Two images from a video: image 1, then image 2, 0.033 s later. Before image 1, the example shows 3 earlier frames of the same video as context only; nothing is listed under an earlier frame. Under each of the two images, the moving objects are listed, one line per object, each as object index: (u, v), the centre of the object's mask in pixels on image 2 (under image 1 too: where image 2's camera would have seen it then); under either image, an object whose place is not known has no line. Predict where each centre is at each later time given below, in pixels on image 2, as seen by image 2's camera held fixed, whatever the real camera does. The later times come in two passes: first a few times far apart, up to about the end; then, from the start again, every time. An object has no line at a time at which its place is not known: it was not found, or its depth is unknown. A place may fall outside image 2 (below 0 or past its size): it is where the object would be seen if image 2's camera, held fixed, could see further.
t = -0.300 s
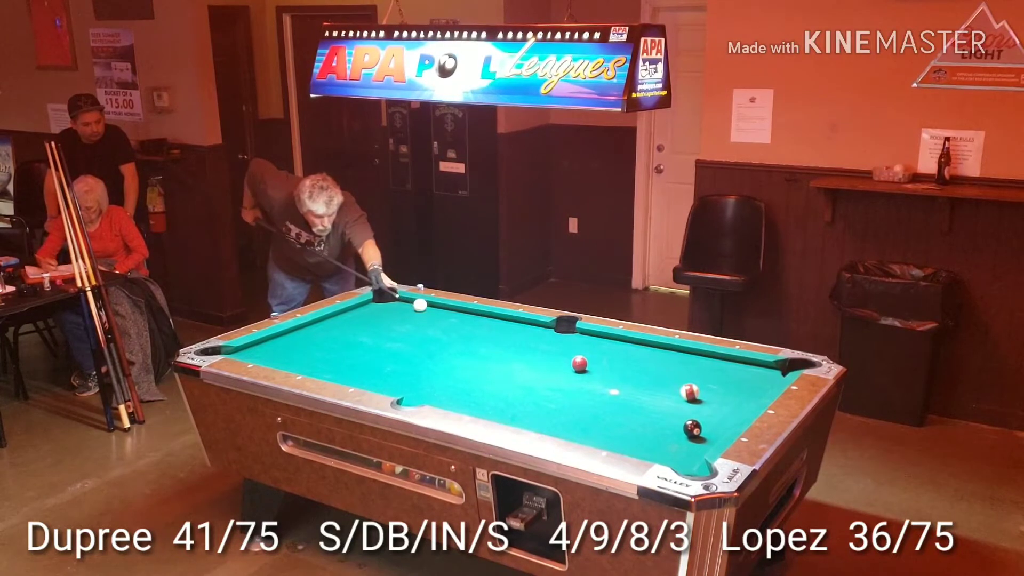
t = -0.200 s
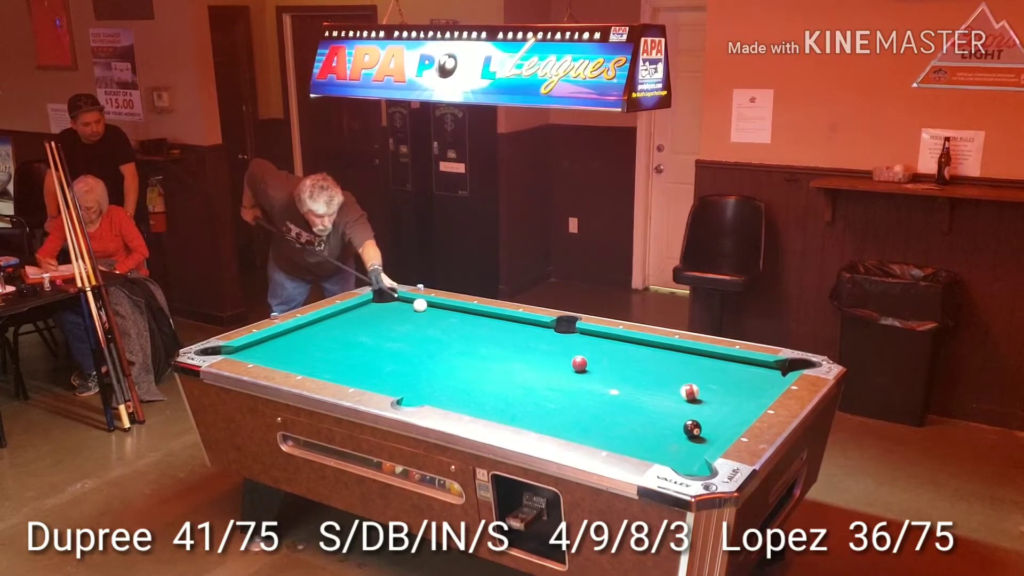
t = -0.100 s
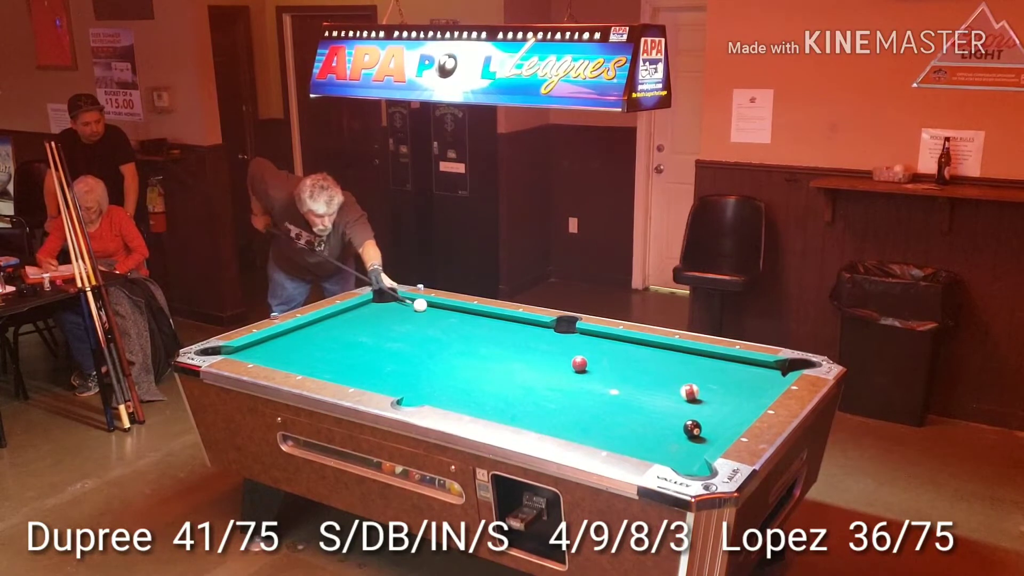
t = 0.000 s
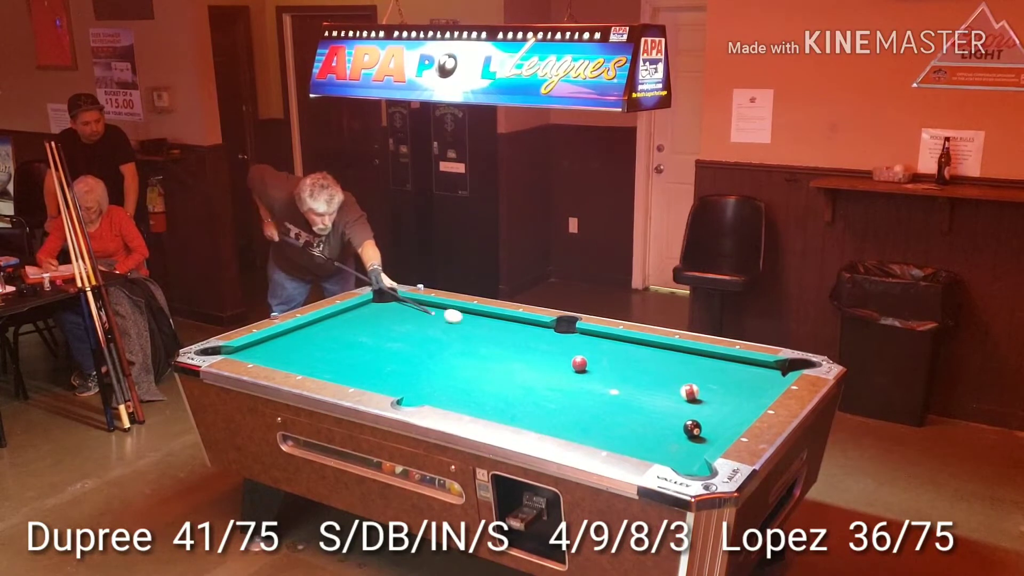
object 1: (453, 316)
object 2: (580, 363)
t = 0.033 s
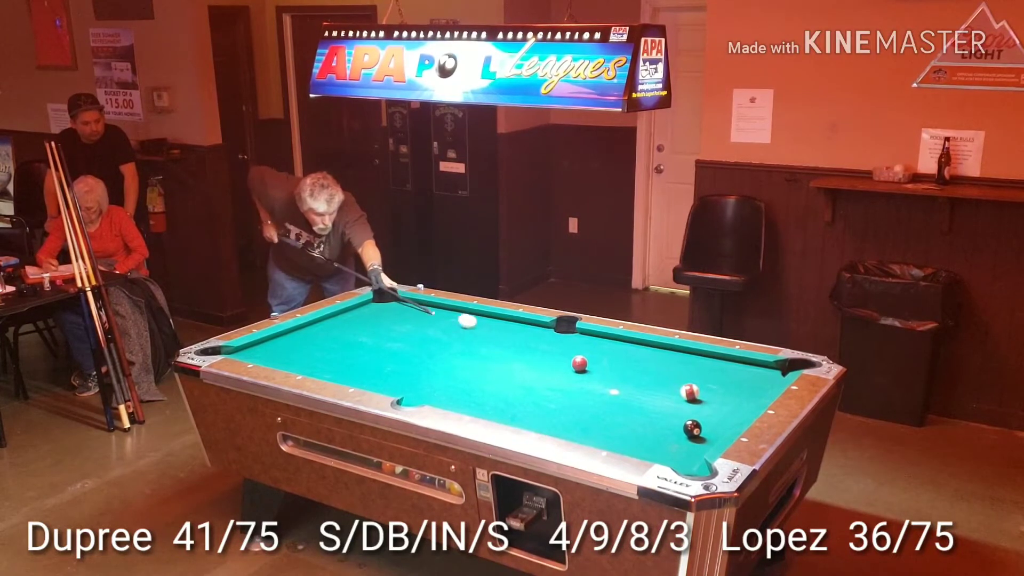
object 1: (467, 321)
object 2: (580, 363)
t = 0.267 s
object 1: (565, 355)
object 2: (580, 364)
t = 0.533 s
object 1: (610, 355)
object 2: (629, 403)
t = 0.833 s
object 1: (648, 351)
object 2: (695, 455)
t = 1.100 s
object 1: (674, 349)
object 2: (650, 450)
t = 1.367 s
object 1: (677, 354)
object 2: (623, 435)
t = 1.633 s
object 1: (681, 358)
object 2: (599, 419)
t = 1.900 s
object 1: (684, 362)
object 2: (578, 406)
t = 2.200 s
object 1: (686, 365)
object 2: (556, 393)
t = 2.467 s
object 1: (687, 368)
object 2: (539, 383)
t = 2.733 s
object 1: (688, 370)
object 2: (524, 373)
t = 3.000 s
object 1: (689, 372)
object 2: (510, 364)
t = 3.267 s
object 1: (688, 372)
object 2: (497, 356)
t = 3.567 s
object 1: (688, 373)
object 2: (485, 349)
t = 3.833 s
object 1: (688, 373)
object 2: (475, 342)
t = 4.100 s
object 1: (688, 373)
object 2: (466, 337)
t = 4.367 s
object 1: (688, 373)
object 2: (458, 332)
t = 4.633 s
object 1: (688, 373)
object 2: (450, 327)
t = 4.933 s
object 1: (688, 373)
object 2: (443, 323)
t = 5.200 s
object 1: (688, 373)
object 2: (437, 319)
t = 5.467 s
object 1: (688, 373)
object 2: (431, 317)
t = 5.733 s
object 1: (688, 373)
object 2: (426, 314)
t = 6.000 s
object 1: (688, 373)
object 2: (422, 312)
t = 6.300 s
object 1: (688, 373)
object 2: (417, 310)
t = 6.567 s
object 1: (688, 373)
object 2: (414, 308)
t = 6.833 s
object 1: (688, 373)
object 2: (411, 307)
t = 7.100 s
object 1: (688, 373)
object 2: (408, 306)
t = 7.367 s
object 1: (688, 373)
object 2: (407, 306)
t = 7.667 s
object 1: (688, 373)
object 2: (405, 305)
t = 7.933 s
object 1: (688, 373)
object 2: (404, 305)
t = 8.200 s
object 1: (688, 373)
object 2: (404, 305)
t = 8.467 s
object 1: (688, 373)
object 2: (404, 305)
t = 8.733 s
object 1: (688, 373)
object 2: (404, 305)
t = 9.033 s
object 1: (688, 373)
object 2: (404, 305)
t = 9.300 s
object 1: (688, 373)
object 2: (404, 305)
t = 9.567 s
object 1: (688, 373)
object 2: (404, 305)
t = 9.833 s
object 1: (688, 373)
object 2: (404, 305)
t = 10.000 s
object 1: (688, 373)
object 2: (404, 305)
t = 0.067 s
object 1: (481, 326)
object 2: (580, 363)
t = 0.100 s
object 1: (495, 331)
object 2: (580, 363)
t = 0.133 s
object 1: (510, 336)
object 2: (580, 363)
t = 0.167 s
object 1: (524, 341)
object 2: (580, 363)
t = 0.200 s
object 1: (538, 346)
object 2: (580, 363)
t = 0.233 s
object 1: (552, 351)
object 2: (580, 363)
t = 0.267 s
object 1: (565, 355)
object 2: (580, 364)
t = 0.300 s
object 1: (576, 357)
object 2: (583, 366)
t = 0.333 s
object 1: (582, 358)
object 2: (590, 372)
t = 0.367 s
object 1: (587, 357)
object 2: (597, 378)
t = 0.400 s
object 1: (592, 357)
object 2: (603, 383)
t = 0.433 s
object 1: (596, 356)
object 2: (610, 387)
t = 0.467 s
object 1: (601, 356)
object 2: (617, 393)
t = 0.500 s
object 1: (605, 355)
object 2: (623, 398)
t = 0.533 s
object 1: (610, 355)
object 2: (629, 403)
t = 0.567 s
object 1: (614, 355)
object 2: (636, 408)
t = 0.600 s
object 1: (618, 354)
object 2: (643, 413)
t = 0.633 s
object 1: (623, 354)
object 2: (649, 418)
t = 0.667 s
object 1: (627, 353)
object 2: (657, 424)
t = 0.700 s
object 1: (631, 353)
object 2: (664, 430)
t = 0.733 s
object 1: (635, 352)
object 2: (671, 436)
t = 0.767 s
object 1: (639, 352)
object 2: (678, 441)
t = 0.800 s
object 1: (643, 351)
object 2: (686, 448)
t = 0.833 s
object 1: (648, 351)
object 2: (695, 455)
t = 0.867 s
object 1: (652, 351)
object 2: (690, 456)
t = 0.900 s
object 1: (656, 350)
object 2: (682, 456)
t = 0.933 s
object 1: (660, 350)
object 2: (674, 457)
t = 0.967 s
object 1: (664, 349)
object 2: (668, 457)
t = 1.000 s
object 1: (668, 349)
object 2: (662, 456)
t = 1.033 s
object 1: (672, 348)
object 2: (658, 454)
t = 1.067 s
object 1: (673, 349)
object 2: (654, 451)
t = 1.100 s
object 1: (674, 349)
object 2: (650, 450)
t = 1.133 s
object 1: (674, 350)
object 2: (646, 448)
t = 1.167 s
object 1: (675, 350)
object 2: (643, 446)
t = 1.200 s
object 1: (675, 351)
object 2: (640, 445)
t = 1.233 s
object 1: (676, 351)
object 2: (636, 443)
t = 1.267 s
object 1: (676, 352)
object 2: (633, 441)
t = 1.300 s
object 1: (677, 353)
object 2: (629, 439)
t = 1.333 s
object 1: (677, 353)
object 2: (626, 437)
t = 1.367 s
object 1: (677, 354)
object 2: (623, 435)
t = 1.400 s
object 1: (678, 354)
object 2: (620, 433)
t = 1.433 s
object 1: (678, 355)
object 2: (617, 431)
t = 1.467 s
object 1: (679, 355)
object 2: (614, 429)
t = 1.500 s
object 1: (679, 356)
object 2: (610, 427)
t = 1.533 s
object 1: (680, 356)
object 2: (607, 425)
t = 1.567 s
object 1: (680, 357)
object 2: (605, 423)
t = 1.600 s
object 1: (680, 357)
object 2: (602, 421)
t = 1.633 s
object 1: (681, 358)
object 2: (599, 419)
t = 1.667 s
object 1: (681, 359)
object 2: (596, 418)
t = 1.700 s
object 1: (682, 359)
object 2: (593, 416)
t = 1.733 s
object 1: (682, 359)
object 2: (591, 415)
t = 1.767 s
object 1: (682, 360)
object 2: (588, 413)
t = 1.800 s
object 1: (683, 360)
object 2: (585, 411)
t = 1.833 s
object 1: (683, 361)
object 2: (583, 410)
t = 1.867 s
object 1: (683, 361)
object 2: (580, 408)
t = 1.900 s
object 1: (684, 362)
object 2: (578, 406)
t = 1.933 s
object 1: (684, 362)
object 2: (575, 405)
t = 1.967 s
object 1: (684, 363)
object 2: (573, 404)
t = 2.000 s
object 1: (684, 363)
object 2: (570, 402)
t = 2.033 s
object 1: (685, 363)
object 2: (568, 401)
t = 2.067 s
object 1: (685, 364)
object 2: (565, 399)
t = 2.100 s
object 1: (685, 364)
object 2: (563, 398)
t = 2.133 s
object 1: (685, 365)
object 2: (561, 396)
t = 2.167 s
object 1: (686, 365)
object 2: (559, 395)
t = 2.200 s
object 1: (686, 365)
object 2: (556, 393)
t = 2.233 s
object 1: (686, 366)
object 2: (554, 392)
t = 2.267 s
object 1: (686, 366)
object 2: (552, 391)
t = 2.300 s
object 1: (686, 366)
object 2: (550, 389)
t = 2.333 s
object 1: (687, 367)
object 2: (548, 388)
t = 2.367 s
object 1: (687, 367)
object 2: (546, 387)
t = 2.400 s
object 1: (687, 367)
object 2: (543, 386)
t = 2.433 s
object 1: (687, 368)
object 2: (541, 384)
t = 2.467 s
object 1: (687, 368)
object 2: (539, 383)
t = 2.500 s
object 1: (687, 368)
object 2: (537, 382)
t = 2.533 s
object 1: (688, 369)
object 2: (535, 380)
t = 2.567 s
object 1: (688, 369)
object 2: (533, 379)
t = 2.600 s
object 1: (688, 369)
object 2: (531, 378)
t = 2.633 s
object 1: (688, 370)
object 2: (529, 377)
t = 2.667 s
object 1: (688, 370)
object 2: (528, 375)
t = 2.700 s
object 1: (688, 370)
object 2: (526, 374)
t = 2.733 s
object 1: (688, 370)
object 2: (524, 373)
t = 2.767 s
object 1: (688, 370)
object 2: (522, 372)
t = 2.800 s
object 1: (688, 371)
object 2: (520, 371)
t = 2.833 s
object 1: (688, 371)
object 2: (518, 369)
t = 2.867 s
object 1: (688, 371)
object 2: (517, 368)
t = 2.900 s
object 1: (688, 371)
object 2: (515, 368)
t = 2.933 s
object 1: (688, 371)
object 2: (513, 367)
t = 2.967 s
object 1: (689, 371)
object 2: (512, 365)
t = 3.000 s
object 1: (689, 372)
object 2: (510, 364)
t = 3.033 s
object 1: (688, 372)
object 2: (508, 363)
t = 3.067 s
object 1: (688, 372)
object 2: (507, 362)
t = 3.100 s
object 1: (688, 372)
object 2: (505, 361)
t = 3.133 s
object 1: (688, 372)
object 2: (503, 360)
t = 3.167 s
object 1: (688, 372)
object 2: (502, 359)
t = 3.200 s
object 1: (688, 372)
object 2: (500, 358)
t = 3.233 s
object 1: (688, 372)
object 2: (499, 357)
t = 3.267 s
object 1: (688, 372)
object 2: (497, 356)
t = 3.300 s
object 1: (688, 373)
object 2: (496, 355)
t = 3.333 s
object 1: (688, 373)
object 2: (494, 354)
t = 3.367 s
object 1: (688, 373)
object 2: (493, 354)
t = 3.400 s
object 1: (688, 373)
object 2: (492, 353)
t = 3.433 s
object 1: (688, 373)
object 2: (490, 352)
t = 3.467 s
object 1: (688, 373)
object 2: (489, 351)
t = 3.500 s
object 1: (688, 373)
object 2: (488, 350)
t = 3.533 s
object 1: (688, 373)
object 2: (486, 349)
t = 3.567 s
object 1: (688, 373)
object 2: (485, 349)
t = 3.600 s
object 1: (688, 373)
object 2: (483, 348)
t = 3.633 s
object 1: (688, 373)
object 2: (482, 347)
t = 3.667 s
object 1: (688, 373)
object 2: (481, 346)
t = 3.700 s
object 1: (688, 373)
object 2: (480, 345)
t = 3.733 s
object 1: (688, 373)
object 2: (478, 345)
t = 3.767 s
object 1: (688, 373)
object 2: (477, 344)
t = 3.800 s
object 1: (688, 373)
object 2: (476, 343)
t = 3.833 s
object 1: (688, 373)
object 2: (475, 342)
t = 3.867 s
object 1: (688, 373)
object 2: (474, 341)
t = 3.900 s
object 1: (688, 373)
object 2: (472, 341)
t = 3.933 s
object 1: (688, 373)
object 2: (471, 340)
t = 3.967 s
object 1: (688, 373)
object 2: (470, 340)
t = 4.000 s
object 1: (688, 373)
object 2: (469, 339)
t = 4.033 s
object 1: (688, 373)
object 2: (468, 338)
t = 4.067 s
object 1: (688, 373)
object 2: (467, 337)
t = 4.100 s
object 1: (688, 373)
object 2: (466, 337)
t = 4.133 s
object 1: (688, 373)
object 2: (465, 336)
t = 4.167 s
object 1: (688, 373)
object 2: (464, 335)
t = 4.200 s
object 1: (688, 373)
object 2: (463, 335)
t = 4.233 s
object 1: (688, 373)
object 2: (462, 334)
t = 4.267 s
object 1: (688, 373)
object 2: (460, 334)
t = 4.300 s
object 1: (688, 373)
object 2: (460, 333)
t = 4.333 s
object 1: (688, 373)
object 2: (459, 333)
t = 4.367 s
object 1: (688, 373)
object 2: (458, 332)
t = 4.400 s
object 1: (688, 373)
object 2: (457, 331)
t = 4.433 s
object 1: (688, 373)
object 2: (456, 331)
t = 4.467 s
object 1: (688, 373)
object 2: (455, 330)
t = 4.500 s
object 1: (688, 373)
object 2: (454, 330)
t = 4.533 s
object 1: (688, 373)
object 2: (453, 329)
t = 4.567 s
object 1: (688, 373)
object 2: (452, 328)
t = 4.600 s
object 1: (688, 373)
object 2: (451, 328)
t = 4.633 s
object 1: (688, 373)
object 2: (450, 327)
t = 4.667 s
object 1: (688, 373)
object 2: (449, 327)
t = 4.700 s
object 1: (688, 373)
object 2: (448, 326)
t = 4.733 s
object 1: (688, 373)
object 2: (447, 326)
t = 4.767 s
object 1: (688, 373)
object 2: (447, 325)
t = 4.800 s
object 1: (688, 373)
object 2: (446, 325)
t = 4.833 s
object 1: (688, 373)
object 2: (445, 324)
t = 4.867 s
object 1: (688, 373)
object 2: (444, 324)
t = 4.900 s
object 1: (688, 373)
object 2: (443, 323)
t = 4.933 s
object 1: (688, 373)
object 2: (443, 323)
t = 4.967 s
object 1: (688, 373)
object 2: (442, 322)
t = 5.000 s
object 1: (688, 373)
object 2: (441, 322)
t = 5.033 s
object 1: (688, 373)
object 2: (441, 321)
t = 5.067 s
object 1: (688, 373)
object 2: (440, 321)
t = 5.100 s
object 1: (688, 373)
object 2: (439, 321)
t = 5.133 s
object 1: (688, 373)
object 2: (438, 320)
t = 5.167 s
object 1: (688, 373)
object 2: (437, 320)
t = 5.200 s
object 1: (688, 373)
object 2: (437, 319)
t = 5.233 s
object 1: (688, 373)
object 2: (436, 319)
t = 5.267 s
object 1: (688, 373)
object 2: (435, 319)
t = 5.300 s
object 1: (688, 373)
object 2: (434, 318)
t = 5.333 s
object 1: (688, 373)
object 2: (434, 318)
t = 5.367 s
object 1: (688, 373)
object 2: (433, 318)
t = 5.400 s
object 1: (688, 373)
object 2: (432, 317)
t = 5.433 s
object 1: (688, 373)
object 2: (432, 317)
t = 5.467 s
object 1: (688, 373)
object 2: (431, 317)
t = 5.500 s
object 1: (688, 373)
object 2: (430, 316)
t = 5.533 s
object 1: (688, 373)
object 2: (430, 316)
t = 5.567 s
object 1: (688, 373)
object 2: (429, 316)
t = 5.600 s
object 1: (688, 373)
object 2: (428, 315)
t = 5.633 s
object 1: (688, 373)
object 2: (428, 315)
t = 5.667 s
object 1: (688, 373)
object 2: (427, 315)
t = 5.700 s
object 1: (688, 373)
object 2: (427, 314)
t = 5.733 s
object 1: (688, 373)
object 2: (426, 314)
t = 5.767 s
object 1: (688, 373)
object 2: (426, 314)
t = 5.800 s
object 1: (688, 373)
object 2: (425, 313)
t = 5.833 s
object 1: (688, 373)
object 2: (424, 313)
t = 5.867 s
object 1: (688, 373)
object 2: (424, 313)
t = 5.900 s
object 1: (688, 373)
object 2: (423, 313)
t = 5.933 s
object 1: (688, 373)
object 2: (423, 312)
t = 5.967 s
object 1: (688, 373)
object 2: (422, 312)
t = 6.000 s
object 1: (688, 373)
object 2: (422, 312)
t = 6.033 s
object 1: (688, 373)
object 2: (421, 312)
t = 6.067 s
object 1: (688, 373)
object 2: (421, 311)
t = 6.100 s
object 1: (688, 373)
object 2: (420, 311)
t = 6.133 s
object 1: (688, 373)
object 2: (419, 311)
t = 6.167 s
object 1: (688, 373)
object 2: (419, 311)
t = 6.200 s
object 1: (688, 373)
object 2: (419, 310)
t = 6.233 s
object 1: (688, 373)
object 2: (418, 310)
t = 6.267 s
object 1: (688, 373)
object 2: (418, 310)
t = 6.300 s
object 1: (688, 373)
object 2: (417, 310)
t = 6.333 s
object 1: (688, 373)
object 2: (417, 309)
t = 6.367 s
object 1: (688, 373)
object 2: (416, 309)
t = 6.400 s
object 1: (688, 373)
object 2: (416, 309)
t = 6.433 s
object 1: (688, 373)
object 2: (415, 309)
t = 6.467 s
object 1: (688, 373)
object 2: (415, 308)
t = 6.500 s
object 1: (688, 373)
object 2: (414, 308)
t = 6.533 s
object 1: (688, 373)
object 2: (414, 308)
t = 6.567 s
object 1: (688, 373)
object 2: (414, 308)
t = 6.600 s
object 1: (688, 373)
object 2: (413, 308)
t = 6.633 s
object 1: (688, 373)
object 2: (413, 308)
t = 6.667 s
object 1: (688, 373)
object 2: (413, 308)
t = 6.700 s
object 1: (688, 373)
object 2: (412, 308)
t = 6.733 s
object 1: (688, 373)
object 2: (412, 308)
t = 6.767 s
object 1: (688, 373)
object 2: (412, 307)
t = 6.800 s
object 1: (688, 373)
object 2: (411, 307)
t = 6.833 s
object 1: (688, 373)
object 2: (411, 307)
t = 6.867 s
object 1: (688, 373)
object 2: (410, 307)
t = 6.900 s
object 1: (688, 373)
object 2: (410, 307)
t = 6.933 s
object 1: (688, 373)
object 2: (410, 307)
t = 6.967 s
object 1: (688, 373)
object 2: (409, 307)
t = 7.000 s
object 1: (688, 373)
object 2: (409, 307)
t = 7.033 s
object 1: (688, 373)
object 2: (409, 306)
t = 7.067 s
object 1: (688, 373)
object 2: (409, 306)
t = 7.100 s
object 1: (688, 373)
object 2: (408, 306)
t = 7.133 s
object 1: (688, 373)
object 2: (408, 306)
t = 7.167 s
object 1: (688, 373)
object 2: (408, 306)
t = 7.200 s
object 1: (688, 373)
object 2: (408, 306)
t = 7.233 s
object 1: (688, 373)
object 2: (408, 306)
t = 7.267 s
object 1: (688, 373)
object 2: (407, 306)
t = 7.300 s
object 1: (688, 373)
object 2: (407, 306)
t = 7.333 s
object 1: (688, 373)
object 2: (407, 306)
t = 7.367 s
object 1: (688, 373)
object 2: (407, 306)
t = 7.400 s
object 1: (688, 373)
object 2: (407, 306)
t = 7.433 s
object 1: (688, 373)
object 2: (406, 305)
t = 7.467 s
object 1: (688, 373)
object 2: (406, 305)
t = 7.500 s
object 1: (688, 373)
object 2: (406, 305)
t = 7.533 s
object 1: (688, 373)
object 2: (405, 305)
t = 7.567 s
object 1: (688, 373)
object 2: (405, 305)
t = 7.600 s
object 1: (688, 373)
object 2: (405, 305)
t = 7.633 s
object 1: (688, 373)
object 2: (405, 305)
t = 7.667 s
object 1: (688, 373)
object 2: (405, 305)
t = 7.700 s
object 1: (688, 373)
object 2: (405, 305)
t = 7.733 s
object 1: (688, 373)
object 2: (405, 305)
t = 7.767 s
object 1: (688, 373)
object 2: (405, 305)
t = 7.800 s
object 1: (688, 373)
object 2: (405, 305)
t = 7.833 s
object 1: (688, 373)
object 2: (405, 305)
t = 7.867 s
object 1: (688, 373)
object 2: (405, 305)
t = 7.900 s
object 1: (688, 373)
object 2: (404, 305)
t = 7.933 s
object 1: (688, 373)
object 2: (404, 305)
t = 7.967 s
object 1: (688, 373)
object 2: (404, 305)
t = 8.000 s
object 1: (688, 373)
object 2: (404, 305)
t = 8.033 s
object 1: (688, 373)
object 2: (404, 305)
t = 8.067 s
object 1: (688, 373)
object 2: (404, 305)
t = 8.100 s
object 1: (688, 373)
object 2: (404, 305)
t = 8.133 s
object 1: (688, 373)
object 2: (404, 305)
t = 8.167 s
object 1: (688, 373)
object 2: (404, 305)
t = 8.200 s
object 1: (688, 373)
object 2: (404, 305)
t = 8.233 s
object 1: (688, 373)
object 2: (404, 305)
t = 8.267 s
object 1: (688, 373)
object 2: (404, 305)
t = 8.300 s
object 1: (688, 373)
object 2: (404, 305)
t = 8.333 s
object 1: (688, 373)
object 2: (404, 305)
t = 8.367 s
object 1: (688, 373)
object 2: (404, 305)
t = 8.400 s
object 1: (688, 373)
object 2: (404, 305)
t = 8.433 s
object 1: (688, 373)
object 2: (404, 305)
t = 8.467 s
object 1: (688, 373)
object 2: (404, 305)
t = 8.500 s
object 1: (688, 373)
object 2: (404, 305)
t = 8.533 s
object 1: (688, 373)
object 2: (404, 305)
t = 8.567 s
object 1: (688, 373)
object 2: (404, 305)
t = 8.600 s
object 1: (688, 373)
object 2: (404, 305)
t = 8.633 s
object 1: (688, 373)
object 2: (404, 305)
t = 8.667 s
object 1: (688, 373)
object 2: (404, 305)
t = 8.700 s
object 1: (688, 373)
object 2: (404, 305)
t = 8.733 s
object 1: (688, 373)
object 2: (404, 305)
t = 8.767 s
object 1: (688, 373)
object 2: (404, 305)
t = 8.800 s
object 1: (688, 373)
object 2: (404, 305)
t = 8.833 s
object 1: (688, 373)
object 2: (404, 305)
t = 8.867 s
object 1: (688, 373)
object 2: (404, 305)
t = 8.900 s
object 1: (688, 373)
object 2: (404, 305)
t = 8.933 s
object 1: (688, 373)
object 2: (404, 305)
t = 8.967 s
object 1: (688, 373)
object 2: (404, 305)
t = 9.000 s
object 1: (688, 373)
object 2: (404, 305)
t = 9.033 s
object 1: (688, 373)
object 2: (404, 305)
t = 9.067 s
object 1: (688, 373)
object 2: (404, 305)
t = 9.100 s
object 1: (688, 373)
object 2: (404, 305)
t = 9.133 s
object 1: (688, 373)
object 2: (404, 305)
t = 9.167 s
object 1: (688, 373)
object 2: (404, 305)
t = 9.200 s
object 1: (688, 373)
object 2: (404, 305)
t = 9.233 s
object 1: (688, 373)
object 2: (404, 305)
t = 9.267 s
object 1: (688, 373)
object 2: (404, 305)
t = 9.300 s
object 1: (688, 373)
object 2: (404, 305)
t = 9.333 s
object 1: (688, 373)
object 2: (404, 305)
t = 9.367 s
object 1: (688, 373)
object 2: (404, 305)
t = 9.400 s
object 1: (688, 373)
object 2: (404, 305)
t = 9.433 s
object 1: (688, 373)
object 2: (404, 305)
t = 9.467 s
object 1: (688, 373)
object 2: (404, 305)
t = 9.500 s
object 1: (688, 373)
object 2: (404, 305)
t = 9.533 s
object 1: (688, 373)
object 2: (404, 305)
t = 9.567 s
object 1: (688, 373)
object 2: (404, 305)
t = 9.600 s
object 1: (688, 373)
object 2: (404, 305)
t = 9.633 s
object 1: (688, 373)
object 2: (404, 305)
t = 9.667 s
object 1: (688, 373)
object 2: (404, 305)
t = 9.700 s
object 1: (688, 373)
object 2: (404, 305)
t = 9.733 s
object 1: (688, 373)
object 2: (404, 305)
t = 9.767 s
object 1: (688, 373)
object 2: (404, 305)
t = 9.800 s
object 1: (688, 373)
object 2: (404, 305)
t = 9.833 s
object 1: (688, 373)
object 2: (404, 305)
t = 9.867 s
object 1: (688, 373)
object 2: (404, 305)
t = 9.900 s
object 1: (688, 373)
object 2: (404, 305)
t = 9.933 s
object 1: (688, 373)
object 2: (404, 305)
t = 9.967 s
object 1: (688, 373)
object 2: (404, 305)
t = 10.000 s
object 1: (688, 373)
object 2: (404, 305)
